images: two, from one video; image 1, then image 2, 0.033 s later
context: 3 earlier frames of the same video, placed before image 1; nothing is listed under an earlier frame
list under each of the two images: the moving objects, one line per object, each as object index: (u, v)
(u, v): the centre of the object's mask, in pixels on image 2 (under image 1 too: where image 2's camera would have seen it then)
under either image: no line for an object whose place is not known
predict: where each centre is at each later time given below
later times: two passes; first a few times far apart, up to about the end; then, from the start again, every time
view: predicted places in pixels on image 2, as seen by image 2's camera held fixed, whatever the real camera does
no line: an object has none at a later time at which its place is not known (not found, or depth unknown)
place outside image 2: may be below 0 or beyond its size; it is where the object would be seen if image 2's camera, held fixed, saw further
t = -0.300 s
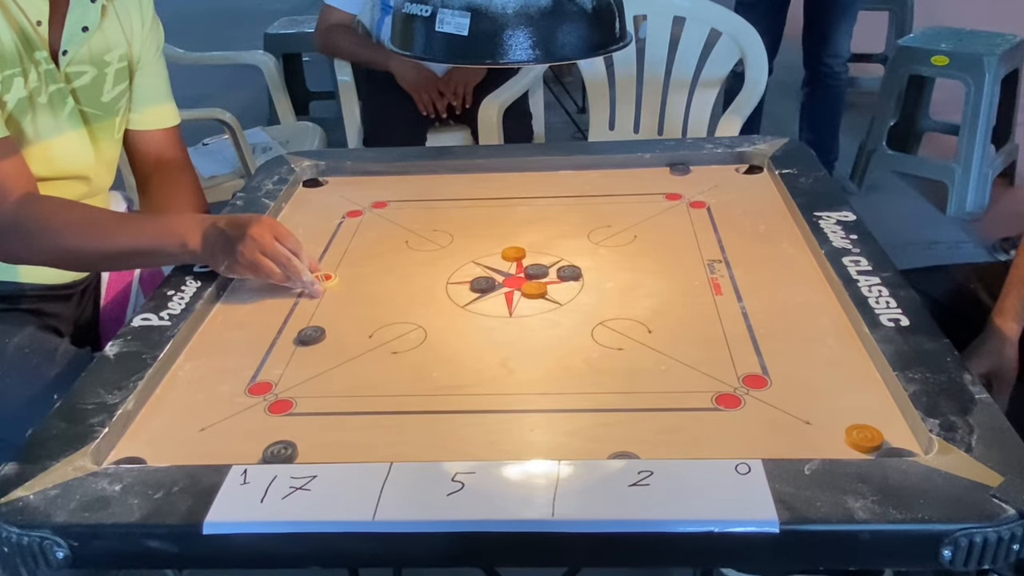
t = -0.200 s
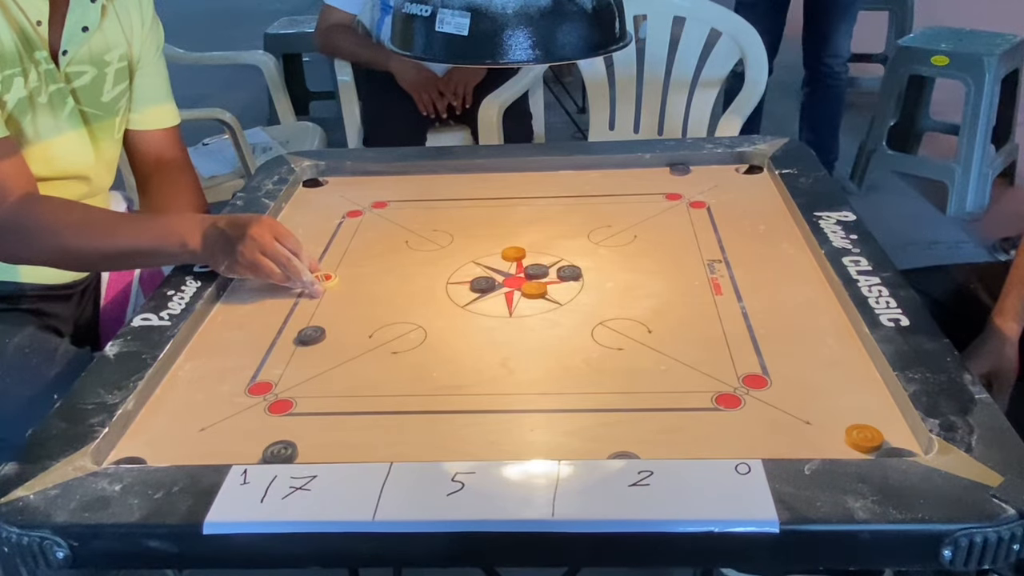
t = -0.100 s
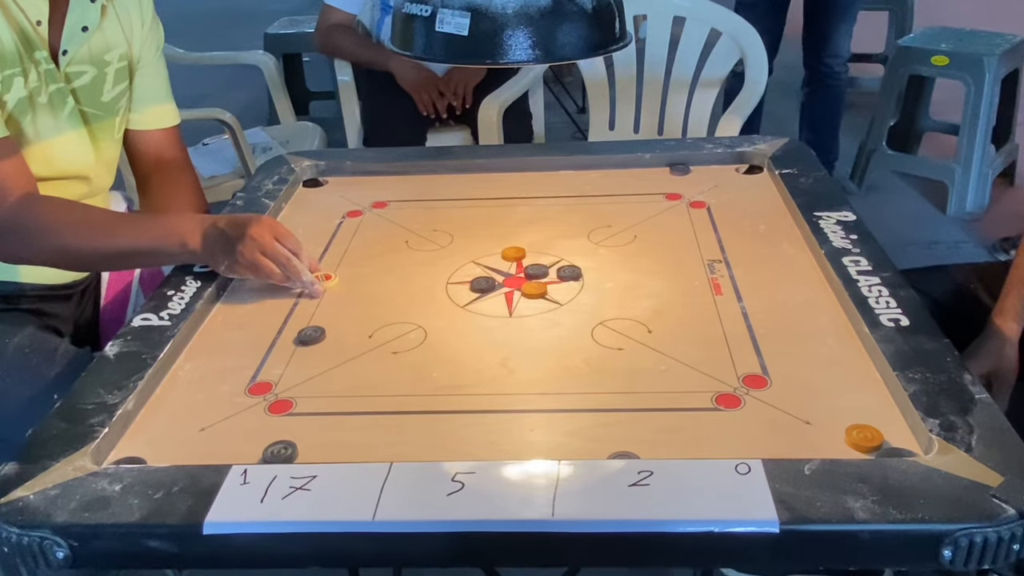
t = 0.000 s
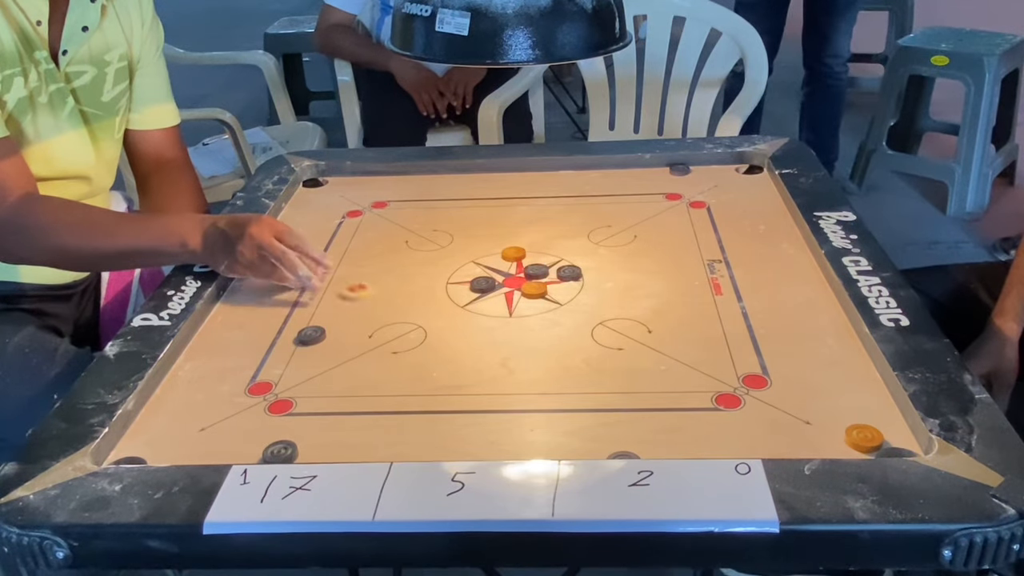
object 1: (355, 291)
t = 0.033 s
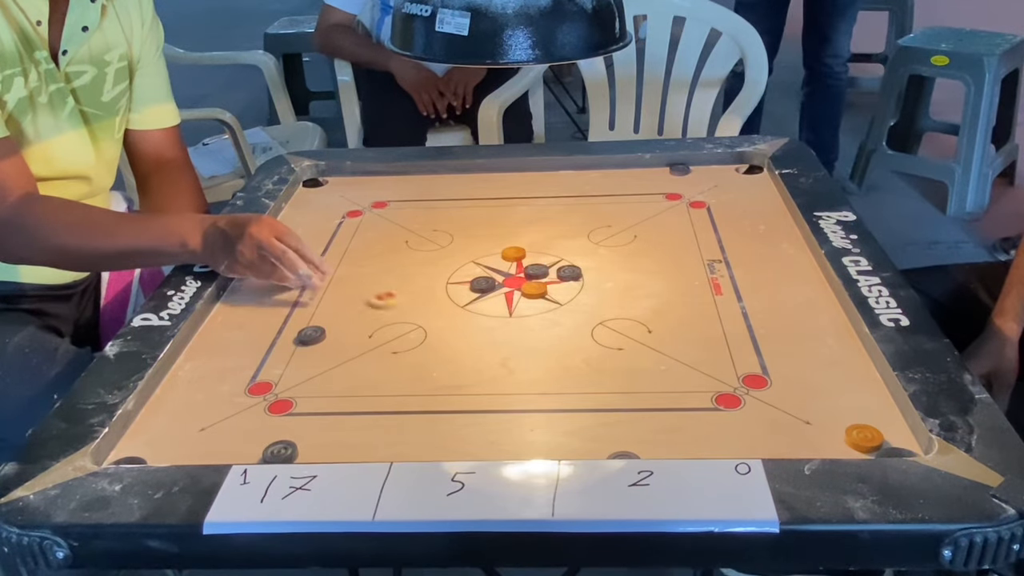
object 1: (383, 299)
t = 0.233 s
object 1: (561, 350)
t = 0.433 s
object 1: (740, 399)
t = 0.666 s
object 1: (873, 429)
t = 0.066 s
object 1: (411, 308)
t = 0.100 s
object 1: (441, 317)
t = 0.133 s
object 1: (471, 324)
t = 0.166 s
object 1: (501, 333)
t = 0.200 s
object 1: (531, 341)
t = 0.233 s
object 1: (561, 350)
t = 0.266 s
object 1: (592, 358)
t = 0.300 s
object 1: (622, 367)
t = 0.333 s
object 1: (652, 375)
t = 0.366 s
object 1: (683, 383)
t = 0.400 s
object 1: (711, 391)
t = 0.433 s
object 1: (740, 399)
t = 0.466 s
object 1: (770, 407)
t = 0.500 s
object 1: (798, 415)
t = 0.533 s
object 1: (824, 422)
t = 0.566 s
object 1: (840, 425)
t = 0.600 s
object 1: (852, 426)
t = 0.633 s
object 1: (863, 428)
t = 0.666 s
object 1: (873, 429)
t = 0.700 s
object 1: (880, 430)
